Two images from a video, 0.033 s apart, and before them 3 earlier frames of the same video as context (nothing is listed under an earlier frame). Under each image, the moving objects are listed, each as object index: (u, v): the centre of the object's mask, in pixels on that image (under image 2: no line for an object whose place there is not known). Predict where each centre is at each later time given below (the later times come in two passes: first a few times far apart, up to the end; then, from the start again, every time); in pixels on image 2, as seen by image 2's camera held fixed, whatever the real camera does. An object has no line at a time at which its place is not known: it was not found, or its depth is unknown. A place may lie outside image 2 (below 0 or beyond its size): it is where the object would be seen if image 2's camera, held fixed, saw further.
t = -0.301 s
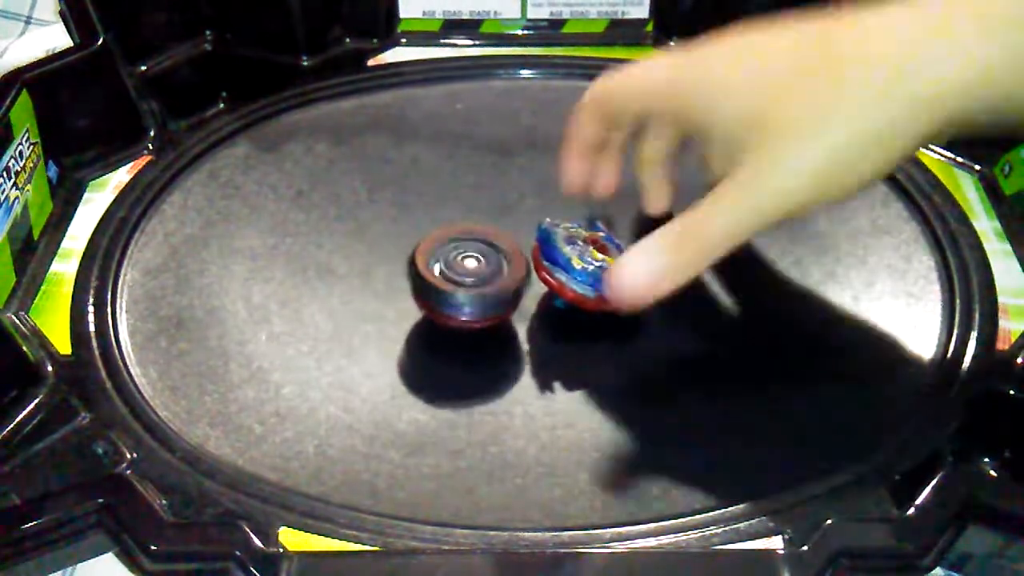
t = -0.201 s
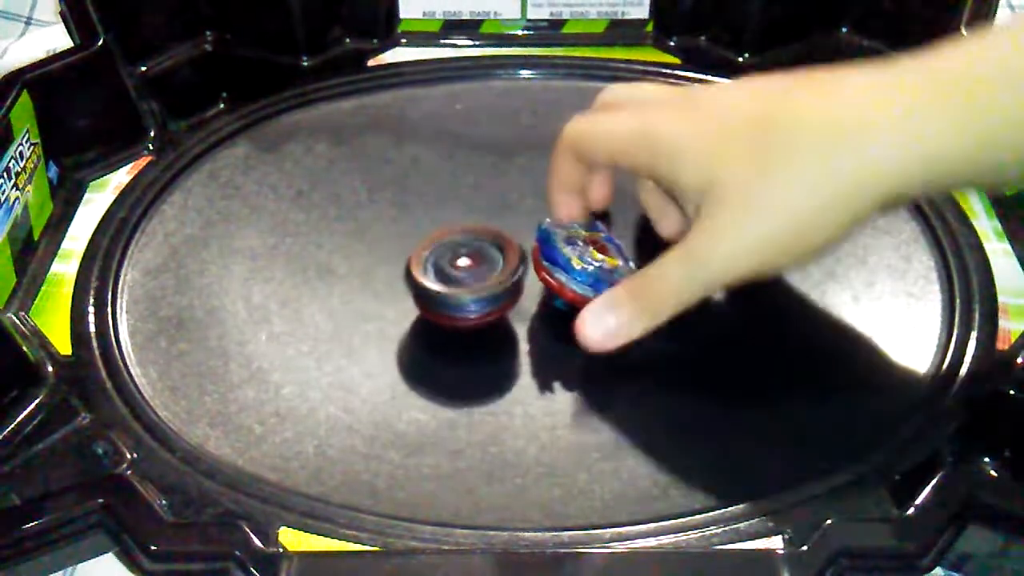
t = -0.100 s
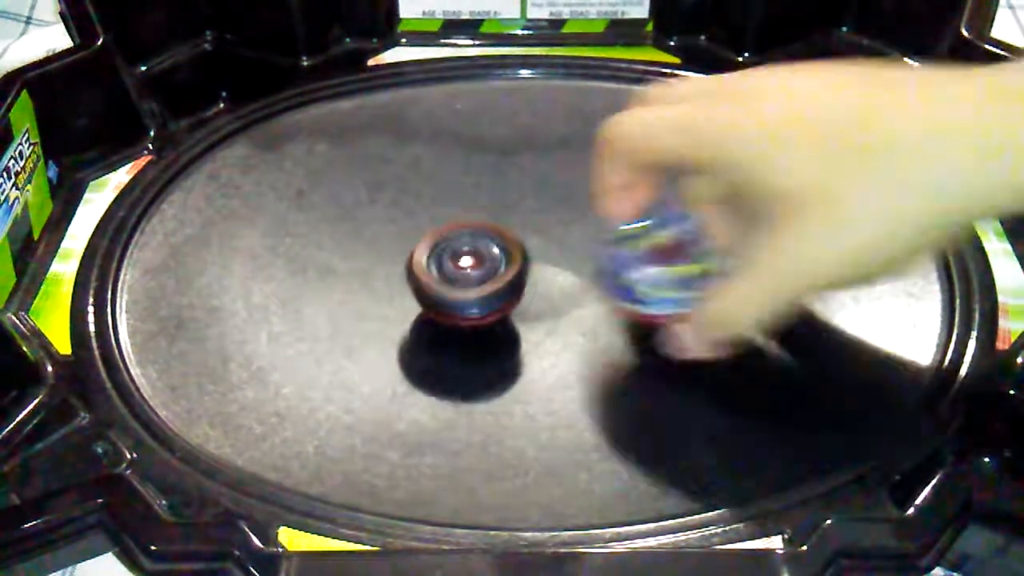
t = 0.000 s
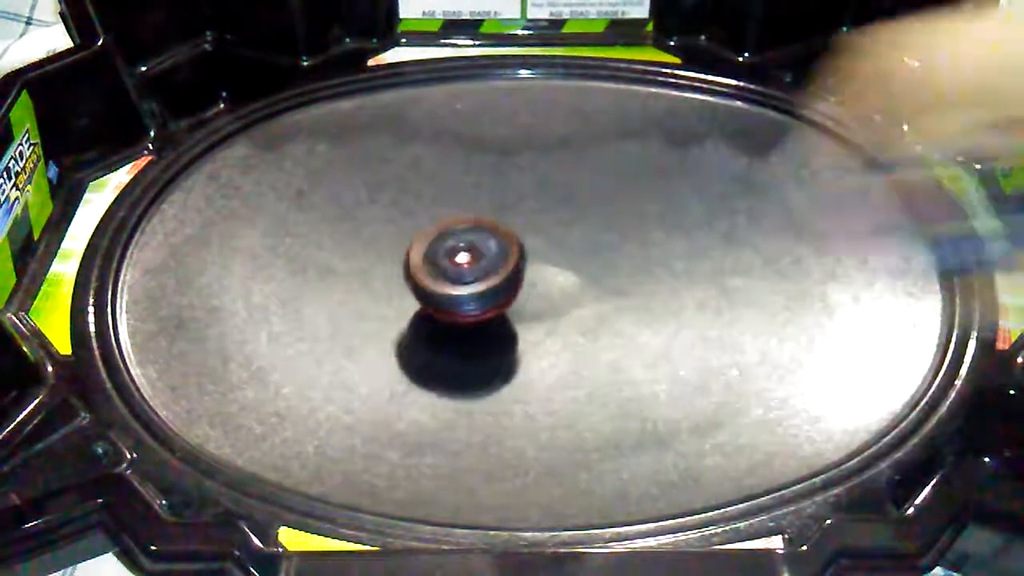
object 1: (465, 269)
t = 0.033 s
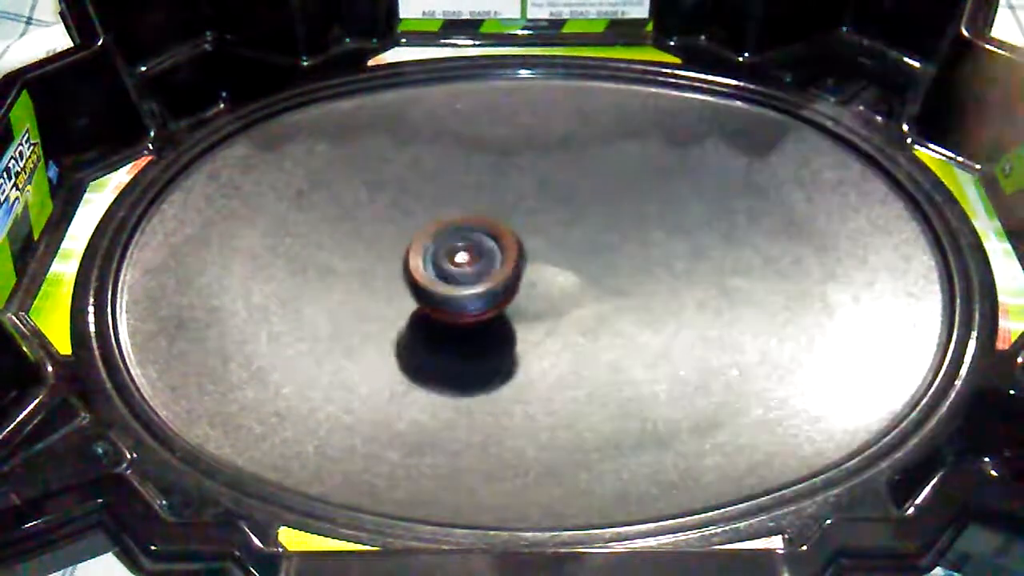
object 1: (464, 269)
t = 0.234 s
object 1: (463, 266)
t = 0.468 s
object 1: (466, 261)
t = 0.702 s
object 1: (467, 260)
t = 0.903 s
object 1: (469, 261)
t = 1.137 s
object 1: (470, 262)
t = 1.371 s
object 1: (472, 262)
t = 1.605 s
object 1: (477, 263)
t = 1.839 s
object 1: (478, 267)
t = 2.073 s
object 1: (483, 269)
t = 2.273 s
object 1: (484, 269)
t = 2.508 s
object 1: (488, 273)
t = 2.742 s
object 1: (492, 273)
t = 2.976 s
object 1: (494, 277)
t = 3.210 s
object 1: (494, 280)
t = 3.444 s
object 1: (495, 279)
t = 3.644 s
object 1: (494, 282)
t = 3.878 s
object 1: (489, 281)
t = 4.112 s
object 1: (491, 283)
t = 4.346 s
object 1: (482, 284)
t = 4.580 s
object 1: (480, 278)
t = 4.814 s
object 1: (481, 280)
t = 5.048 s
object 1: (471, 278)
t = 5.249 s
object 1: (478, 276)
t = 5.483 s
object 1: (476, 274)
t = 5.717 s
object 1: (480, 269)
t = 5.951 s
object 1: (483, 273)
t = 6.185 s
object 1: (482, 269)
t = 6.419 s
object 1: (482, 274)
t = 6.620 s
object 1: (489, 275)
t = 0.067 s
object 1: (462, 270)
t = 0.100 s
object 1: (463, 269)
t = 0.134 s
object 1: (464, 269)
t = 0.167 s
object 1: (463, 268)
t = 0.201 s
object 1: (463, 267)
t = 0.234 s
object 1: (463, 266)
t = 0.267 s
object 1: (462, 266)
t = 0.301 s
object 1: (461, 265)
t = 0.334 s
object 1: (463, 265)
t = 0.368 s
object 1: (464, 264)
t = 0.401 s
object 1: (465, 264)
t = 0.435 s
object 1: (466, 263)
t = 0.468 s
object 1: (466, 261)
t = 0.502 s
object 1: (465, 261)
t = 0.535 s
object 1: (464, 262)
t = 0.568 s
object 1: (464, 262)
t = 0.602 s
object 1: (465, 262)
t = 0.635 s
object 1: (465, 262)
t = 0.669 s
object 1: (466, 261)
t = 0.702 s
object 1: (467, 260)
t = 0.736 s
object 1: (467, 259)
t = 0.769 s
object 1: (466, 259)
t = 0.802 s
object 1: (466, 260)
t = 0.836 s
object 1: (467, 260)
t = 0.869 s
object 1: (468, 260)
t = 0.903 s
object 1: (469, 261)
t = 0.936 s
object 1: (470, 261)
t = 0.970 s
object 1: (471, 260)
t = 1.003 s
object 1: (471, 259)
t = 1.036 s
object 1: (471, 259)
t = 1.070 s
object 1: (471, 260)
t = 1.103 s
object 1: (470, 260)
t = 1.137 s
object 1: (470, 262)
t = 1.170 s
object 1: (471, 262)
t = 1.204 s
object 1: (471, 262)
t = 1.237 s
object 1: (471, 262)
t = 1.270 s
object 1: (472, 262)
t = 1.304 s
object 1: (473, 262)
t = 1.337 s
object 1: (472, 261)
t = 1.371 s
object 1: (472, 262)
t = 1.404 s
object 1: (473, 262)
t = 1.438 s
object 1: (474, 263)
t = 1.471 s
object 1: (475, 264)
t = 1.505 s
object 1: (476, 264)
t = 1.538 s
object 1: (477, 264)
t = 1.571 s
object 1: (478, 263)
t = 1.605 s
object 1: (477, 263)
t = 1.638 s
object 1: (477, 263)
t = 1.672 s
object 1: (476, 263)
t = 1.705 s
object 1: (476, 264)
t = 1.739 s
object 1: (476, 266)
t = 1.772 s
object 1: (478, 265)
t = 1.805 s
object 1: (478, 266)
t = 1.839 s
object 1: (478, 267)
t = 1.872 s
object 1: (480, 267)
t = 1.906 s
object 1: (479, 267)
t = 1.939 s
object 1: (479, 267)
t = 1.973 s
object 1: (479, 268)
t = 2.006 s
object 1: (481, 268)
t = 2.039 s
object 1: (482, 268)
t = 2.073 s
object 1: (483, 269)
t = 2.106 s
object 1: (485, 269)
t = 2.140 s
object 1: (485, 268)
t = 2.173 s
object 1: (485, 267)
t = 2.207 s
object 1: (484, 268)
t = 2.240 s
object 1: (484, 268)
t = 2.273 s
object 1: (484, 269)
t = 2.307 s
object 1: (484, 270)
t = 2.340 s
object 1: (486, 271)
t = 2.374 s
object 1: (487, 270)
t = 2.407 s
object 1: (488, 271)
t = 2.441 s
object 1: (487, 272)
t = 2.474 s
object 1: (487, 272)
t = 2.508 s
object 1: (488, 273)
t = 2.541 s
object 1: (488, 274)
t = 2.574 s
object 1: (489, 275)
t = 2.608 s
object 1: (490, 275)
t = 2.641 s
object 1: (491, 274)
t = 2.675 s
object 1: (491, 274)
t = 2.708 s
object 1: (492, 274)
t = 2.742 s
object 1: (492, 273)
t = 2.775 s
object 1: (491, 274)
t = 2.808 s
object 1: (490, 274)
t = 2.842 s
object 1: (490, 275)
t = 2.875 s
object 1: (491, 275)
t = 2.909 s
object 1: (491, 277)
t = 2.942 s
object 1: (492, 277)
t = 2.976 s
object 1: (494, 277)
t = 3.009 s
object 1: (494, 277)
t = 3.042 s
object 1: (494, 277)
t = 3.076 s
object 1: (494, 277)
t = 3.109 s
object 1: (494, 277)
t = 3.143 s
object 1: (494, 278)
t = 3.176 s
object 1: (494, 279)
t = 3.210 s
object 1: (494, 280)
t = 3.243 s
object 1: (495, 280)
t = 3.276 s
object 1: (496, 280)
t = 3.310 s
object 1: (496, 280)
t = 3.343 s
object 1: (497, 279)
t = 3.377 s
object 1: (497, 279)
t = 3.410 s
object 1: (496, 279)
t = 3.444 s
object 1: (495, 279)
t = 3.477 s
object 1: (495, 280)
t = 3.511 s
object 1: (494, 280)
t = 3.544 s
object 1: (493, 281)
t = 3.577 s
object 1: (493, 282)
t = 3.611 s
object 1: (494, 283)
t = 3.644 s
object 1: (494, 282)
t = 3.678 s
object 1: (495, 284)
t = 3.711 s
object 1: (496, 283)
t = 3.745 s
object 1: (496, 282)
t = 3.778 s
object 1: (495, 281)
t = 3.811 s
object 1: (494, 281)
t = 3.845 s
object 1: (492, 281)
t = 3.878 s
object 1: (489, 281)
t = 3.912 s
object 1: (488, 283)
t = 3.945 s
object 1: (487, 283)
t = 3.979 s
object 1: (488, 284)
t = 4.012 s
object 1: (489, 285)
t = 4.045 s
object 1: (491, 285)
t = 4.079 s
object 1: (491, 285)
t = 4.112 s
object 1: (491, 283)
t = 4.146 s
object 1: (490, 281)
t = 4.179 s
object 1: (488, 282)
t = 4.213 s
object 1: (486, 279)
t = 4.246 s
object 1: (483, 282)
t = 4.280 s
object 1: (481, 283)
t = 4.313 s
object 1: (481, 284)
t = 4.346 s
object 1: (482, 284)
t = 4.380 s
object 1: (484, 285)
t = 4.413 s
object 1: (486, 284)
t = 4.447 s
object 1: (487, 282)
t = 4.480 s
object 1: (486, 280)
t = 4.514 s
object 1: (484, 278)
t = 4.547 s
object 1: (481, 278)
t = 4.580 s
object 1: (480, 278)
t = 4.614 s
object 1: (478, 279)
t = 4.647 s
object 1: (477, 281)
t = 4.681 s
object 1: (476, 281)
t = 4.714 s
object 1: (477, 281)
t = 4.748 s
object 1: (478, 282)
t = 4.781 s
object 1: (479, 282)
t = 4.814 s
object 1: (481, 280)
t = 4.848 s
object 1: (482, 278)
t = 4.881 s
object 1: (480, 276)
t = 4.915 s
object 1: (477, 276)
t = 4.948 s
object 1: (477, 276)
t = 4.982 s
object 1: (474, 275)
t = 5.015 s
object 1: (473, 277)
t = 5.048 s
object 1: (471, 278)
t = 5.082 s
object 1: (473, 280)
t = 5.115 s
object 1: (474, 281)
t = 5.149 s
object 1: (477, 280)
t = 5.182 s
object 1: (479, 280)
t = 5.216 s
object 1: (480, 276)
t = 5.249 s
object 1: (478, 276)
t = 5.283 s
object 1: (476, 275)
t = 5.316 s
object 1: (473, 275)
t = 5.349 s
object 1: (471, 274)
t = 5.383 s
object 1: (472, 274)
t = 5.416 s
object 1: (473, 275)
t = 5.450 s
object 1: (475, 275)
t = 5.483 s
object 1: (476, 274)
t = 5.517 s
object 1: (477, 274)
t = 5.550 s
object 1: (478, 273)
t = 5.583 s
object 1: (480, 273)
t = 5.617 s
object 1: (481, 271)
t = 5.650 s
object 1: (481, 270)
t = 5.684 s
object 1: (480, 269)
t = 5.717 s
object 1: (480, 269)
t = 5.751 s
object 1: (477, 268)
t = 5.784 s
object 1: (476, 269)
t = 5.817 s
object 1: (477, 270)
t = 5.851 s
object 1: (477, 271)
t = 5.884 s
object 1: (479, 272)
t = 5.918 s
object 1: (480, 272)
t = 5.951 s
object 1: (483, 273)
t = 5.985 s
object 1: (485, 272)
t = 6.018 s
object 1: (483, 271)
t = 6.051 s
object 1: (483, 271)
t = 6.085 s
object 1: (483, 272)
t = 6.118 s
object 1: (484, 272)
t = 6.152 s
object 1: (481, 269)
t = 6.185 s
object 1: (482, 269)
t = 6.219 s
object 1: (483, 269)
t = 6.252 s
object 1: (483, 269)
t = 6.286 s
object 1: (483, 270)
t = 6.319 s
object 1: (483, 272)
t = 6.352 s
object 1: (483, 275)
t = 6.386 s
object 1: (485, 274)
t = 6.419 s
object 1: (482, 274)
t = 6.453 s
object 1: (481, 275)
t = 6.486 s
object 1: (482, 275)
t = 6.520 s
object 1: (484, 277)
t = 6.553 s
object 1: (487, 277)
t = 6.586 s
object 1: (488, 276)
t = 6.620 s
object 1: (489, 275)
